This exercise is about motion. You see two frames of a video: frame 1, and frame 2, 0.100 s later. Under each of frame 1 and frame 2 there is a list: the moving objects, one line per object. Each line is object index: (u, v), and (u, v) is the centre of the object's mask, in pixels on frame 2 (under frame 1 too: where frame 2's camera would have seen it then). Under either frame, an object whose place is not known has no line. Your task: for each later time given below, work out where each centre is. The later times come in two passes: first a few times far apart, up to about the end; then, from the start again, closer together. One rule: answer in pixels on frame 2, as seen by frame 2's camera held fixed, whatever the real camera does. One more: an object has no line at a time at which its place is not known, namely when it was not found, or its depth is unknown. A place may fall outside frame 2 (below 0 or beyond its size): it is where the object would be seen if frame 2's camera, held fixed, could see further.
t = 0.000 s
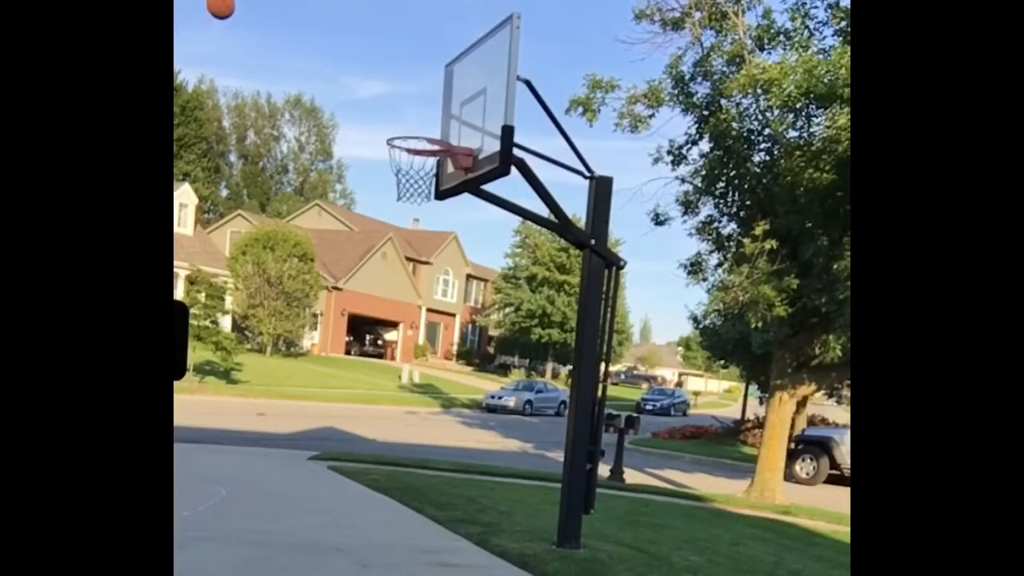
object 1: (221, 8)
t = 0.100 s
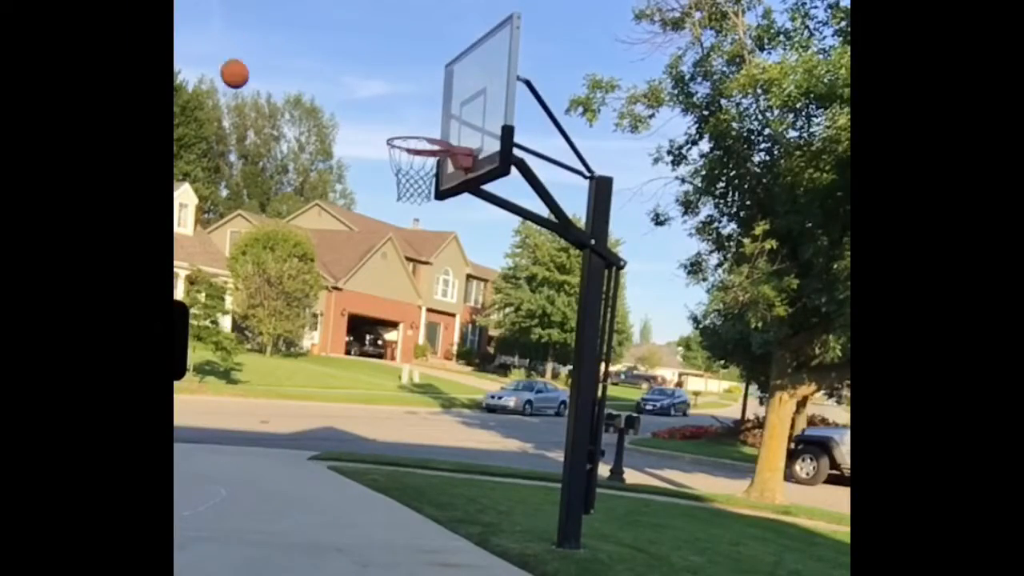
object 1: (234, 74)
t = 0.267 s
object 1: (258, 219)
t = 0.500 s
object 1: (290, 485)
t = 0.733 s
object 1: (314, 360)
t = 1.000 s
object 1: (334, 219)
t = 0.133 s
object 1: (239, 99)
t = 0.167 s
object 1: (243, 127)
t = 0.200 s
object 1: (248, 157)
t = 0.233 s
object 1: (253, 187)
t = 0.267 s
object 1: (258, 219)
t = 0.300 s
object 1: (262, 253)
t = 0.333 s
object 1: (267, 288)
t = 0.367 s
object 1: (272, 324)
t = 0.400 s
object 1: (277, 362)
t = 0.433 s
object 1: (281, 402)
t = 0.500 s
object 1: (290, 485)
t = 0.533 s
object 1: (293, 518)
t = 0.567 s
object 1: (297, 489)
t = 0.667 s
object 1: (308, 408)
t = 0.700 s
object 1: (311, 384)
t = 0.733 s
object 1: (314, 360)
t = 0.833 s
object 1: (322, 297)
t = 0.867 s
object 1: (325, 279)
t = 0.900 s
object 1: (327, 262)
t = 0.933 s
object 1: (329, 246)
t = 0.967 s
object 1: (332, 232)
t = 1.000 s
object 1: (334, 219)
